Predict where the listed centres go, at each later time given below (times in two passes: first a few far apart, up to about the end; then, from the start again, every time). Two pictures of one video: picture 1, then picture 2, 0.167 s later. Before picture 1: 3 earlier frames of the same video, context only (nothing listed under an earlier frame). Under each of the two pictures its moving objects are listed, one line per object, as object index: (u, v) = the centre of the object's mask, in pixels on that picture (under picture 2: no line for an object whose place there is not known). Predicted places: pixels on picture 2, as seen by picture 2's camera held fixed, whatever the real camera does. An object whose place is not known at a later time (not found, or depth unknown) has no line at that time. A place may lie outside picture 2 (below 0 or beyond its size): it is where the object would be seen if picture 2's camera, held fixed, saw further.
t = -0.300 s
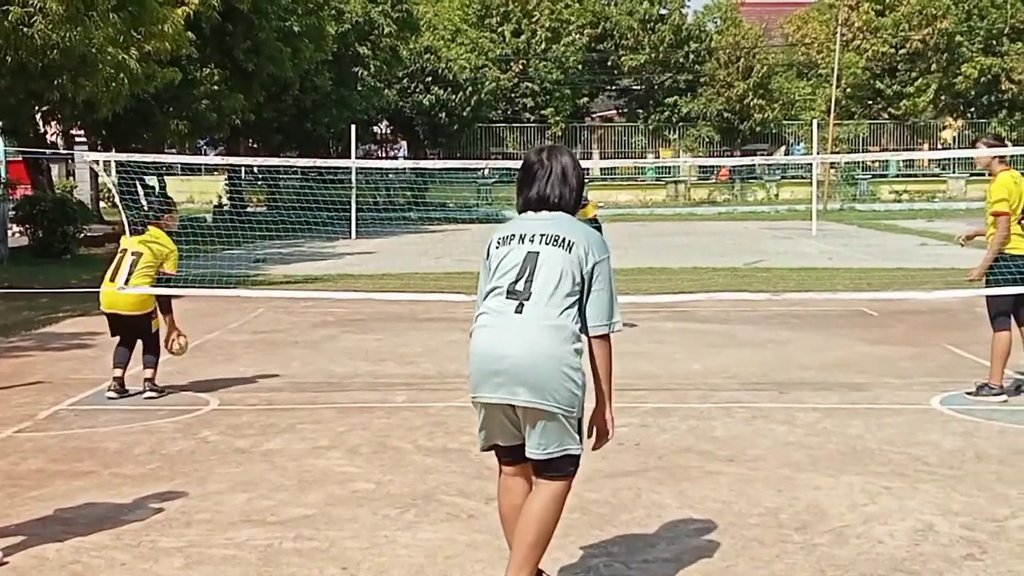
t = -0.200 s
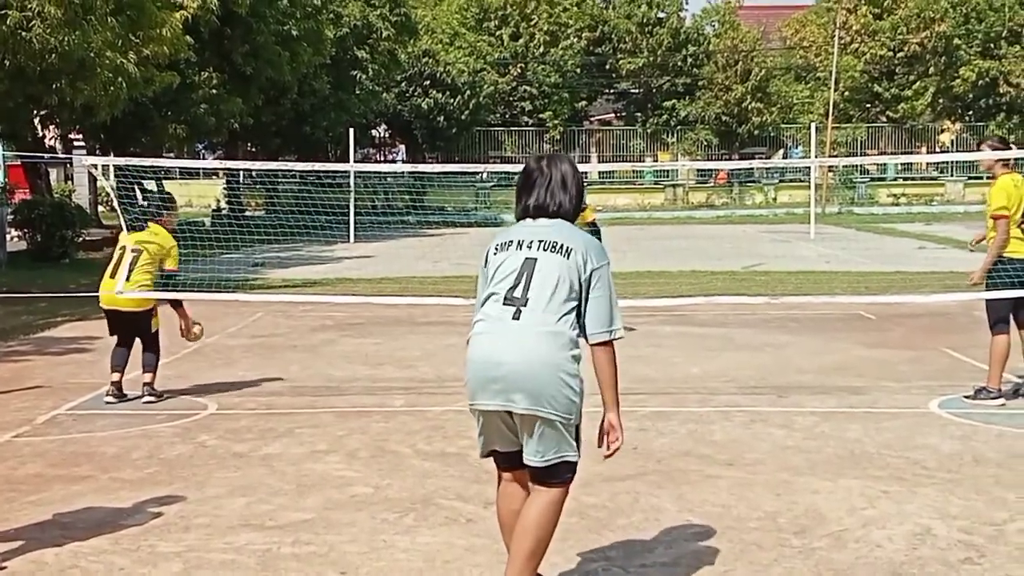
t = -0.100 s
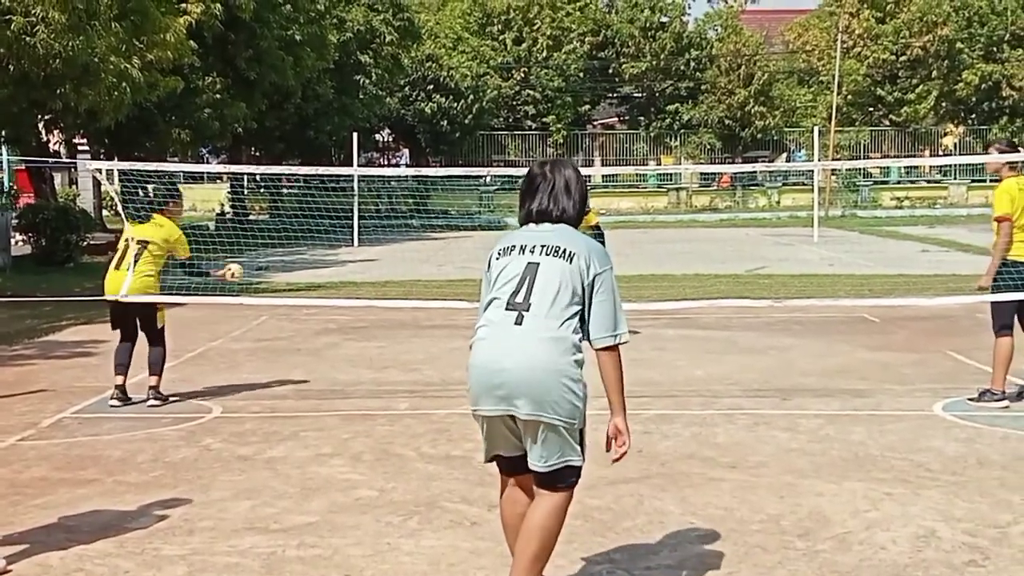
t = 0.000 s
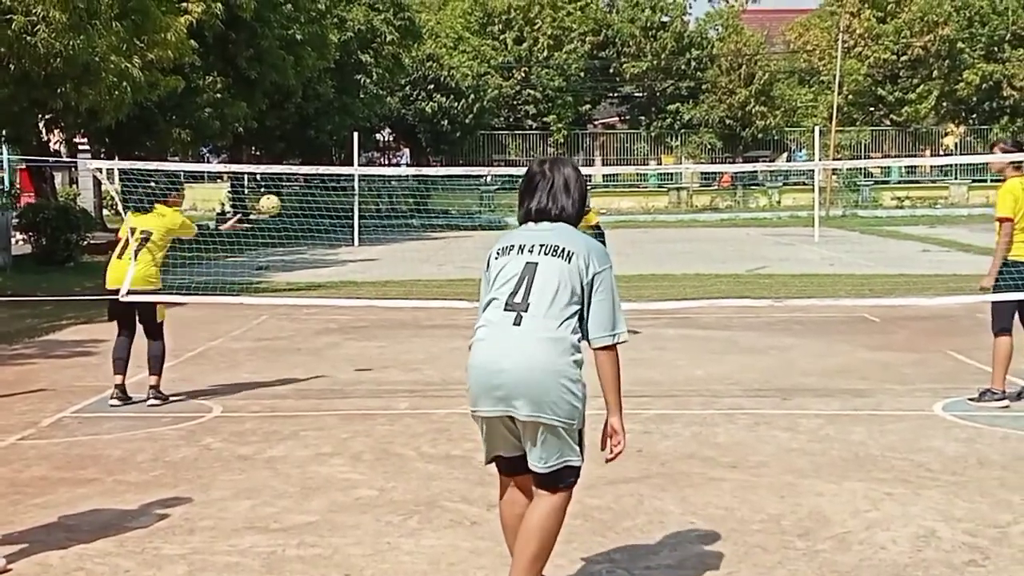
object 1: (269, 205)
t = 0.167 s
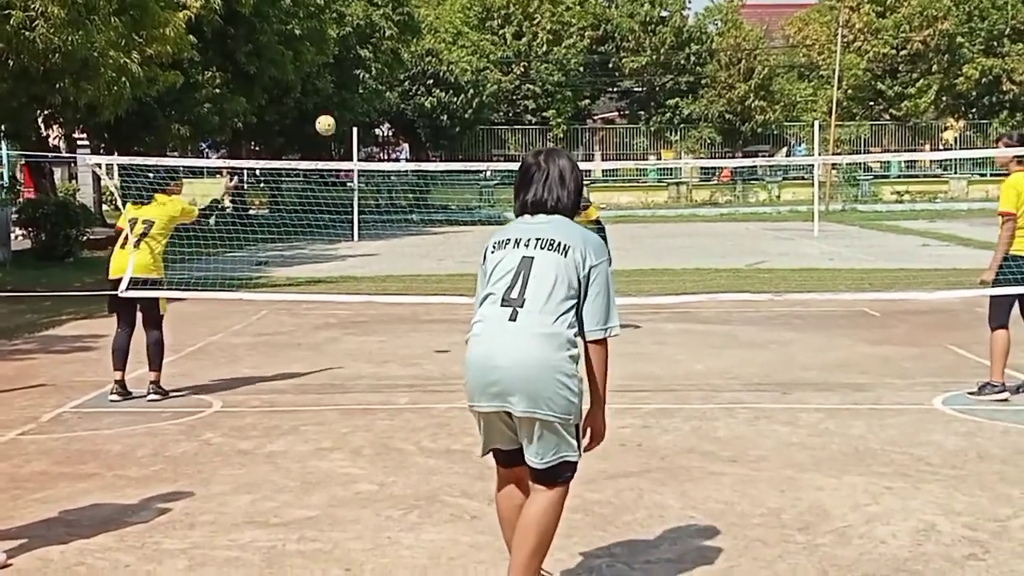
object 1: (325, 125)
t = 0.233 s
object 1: (346, 108)
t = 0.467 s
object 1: (417, 100)
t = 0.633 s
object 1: (461, 137)
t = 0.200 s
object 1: (336, 115)
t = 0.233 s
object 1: (346, 108)
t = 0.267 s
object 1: (357, 102)
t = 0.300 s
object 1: (367, 98)
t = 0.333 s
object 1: (378, 95)
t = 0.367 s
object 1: (388, 94)
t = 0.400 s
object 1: (397, 94)
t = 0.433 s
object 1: (407, 96)
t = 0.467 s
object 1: (417, 100)
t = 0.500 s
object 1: (426, 104)
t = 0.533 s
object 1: (435, 111)
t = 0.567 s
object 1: (444, 118)
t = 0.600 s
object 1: (453, 127)
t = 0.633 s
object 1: (461, 137)
